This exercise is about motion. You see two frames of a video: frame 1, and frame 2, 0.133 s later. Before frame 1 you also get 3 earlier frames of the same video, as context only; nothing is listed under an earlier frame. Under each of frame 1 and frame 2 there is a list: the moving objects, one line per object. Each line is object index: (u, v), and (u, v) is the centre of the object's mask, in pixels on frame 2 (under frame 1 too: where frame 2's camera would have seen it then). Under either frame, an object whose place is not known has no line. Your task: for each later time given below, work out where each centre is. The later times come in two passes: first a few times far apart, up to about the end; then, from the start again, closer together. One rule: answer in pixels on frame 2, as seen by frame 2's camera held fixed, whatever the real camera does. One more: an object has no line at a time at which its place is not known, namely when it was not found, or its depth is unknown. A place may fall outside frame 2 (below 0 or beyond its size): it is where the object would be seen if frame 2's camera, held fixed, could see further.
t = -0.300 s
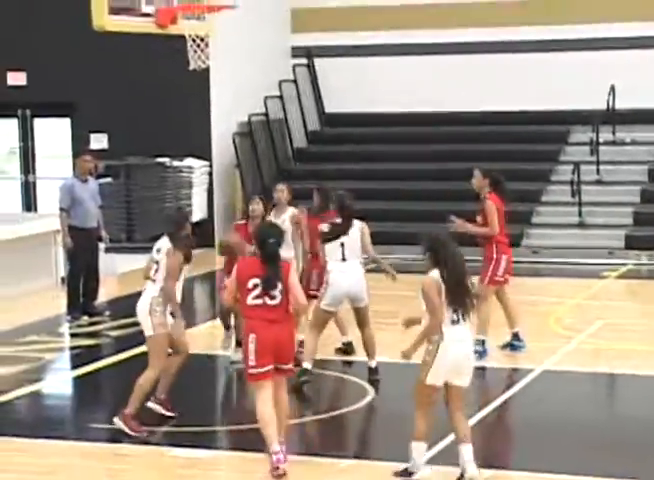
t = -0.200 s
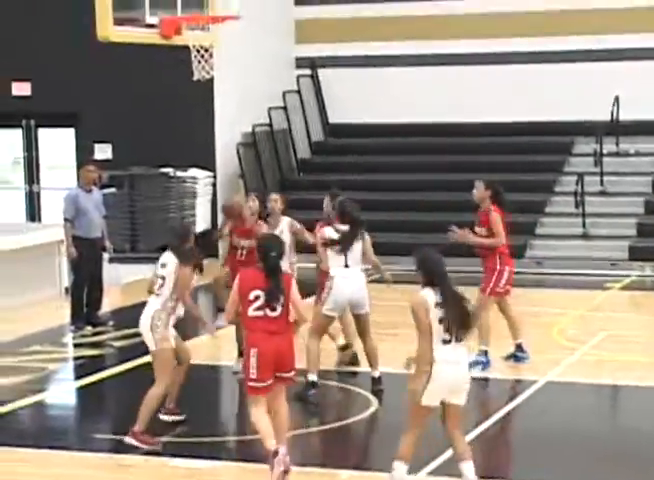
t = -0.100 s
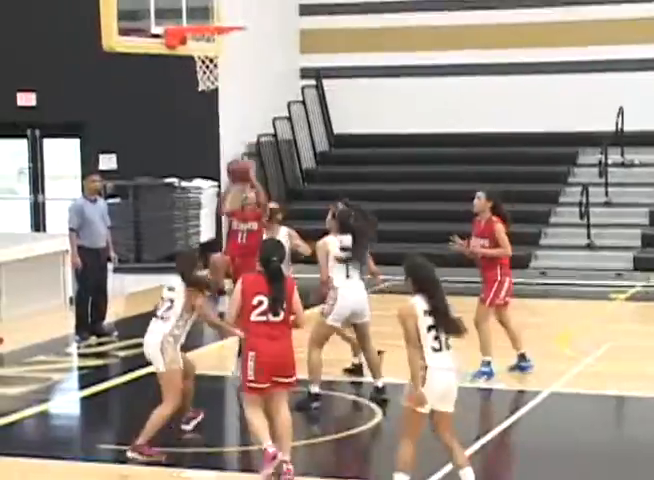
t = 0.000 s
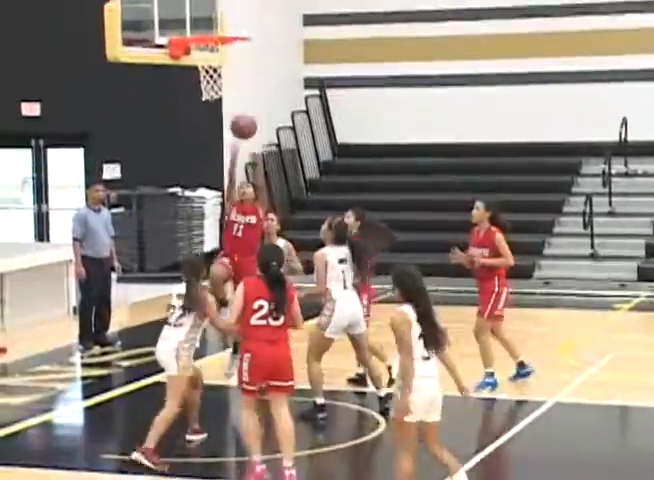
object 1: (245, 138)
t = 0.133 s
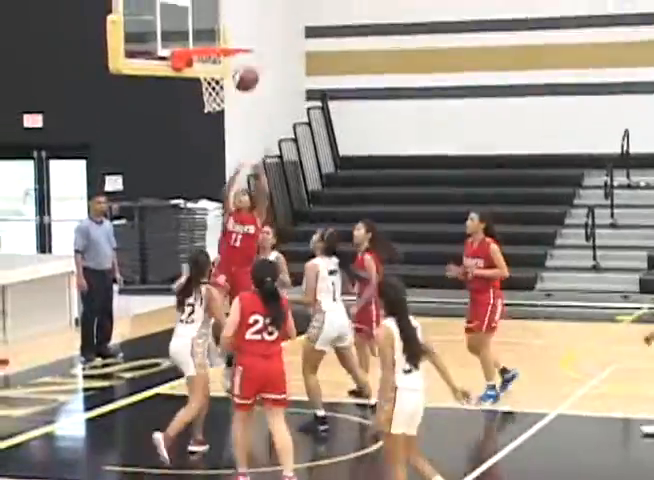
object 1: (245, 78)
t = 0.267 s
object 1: (244, 36)
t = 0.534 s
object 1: (246, 16)
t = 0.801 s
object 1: (245, 31)
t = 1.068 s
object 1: (226, 36)
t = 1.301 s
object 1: (208, 39)
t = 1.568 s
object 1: (224, 75)
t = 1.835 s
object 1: (229, 119)
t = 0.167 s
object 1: (249, 68)
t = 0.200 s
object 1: (247, 56)
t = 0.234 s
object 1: (246, 42)
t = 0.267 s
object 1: (244, 36)
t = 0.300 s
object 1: (245, 30)
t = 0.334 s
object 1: (245, 24)
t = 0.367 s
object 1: (245, 19)
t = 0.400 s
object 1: (245, 16)
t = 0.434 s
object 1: (245, 14)
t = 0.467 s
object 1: (246, 13)
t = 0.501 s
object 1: (245, 14)
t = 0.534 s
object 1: (246, 16)
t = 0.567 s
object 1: (246, 19)
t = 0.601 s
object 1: (247, 24)
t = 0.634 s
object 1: (247, 31)
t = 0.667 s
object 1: (247, 34)
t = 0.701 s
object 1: (246, 31)
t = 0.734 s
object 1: (246, 30)
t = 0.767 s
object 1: (245, 30)
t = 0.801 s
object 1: (245, 31)
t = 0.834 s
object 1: (244, 33)
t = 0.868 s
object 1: (243, 34)
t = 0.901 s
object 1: (240, 33)
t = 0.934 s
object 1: (238, 34)
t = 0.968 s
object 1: (236, 35)
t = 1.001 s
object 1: (232, 35)
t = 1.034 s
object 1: (229, 35)
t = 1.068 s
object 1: (226, 36)
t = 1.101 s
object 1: (222, 36)
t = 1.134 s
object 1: (218, 37)
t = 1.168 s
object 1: (215, 37)
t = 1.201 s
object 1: (213, 37)
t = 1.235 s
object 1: (211, 38)
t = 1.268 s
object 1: (210, 38)
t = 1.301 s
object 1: (208, 39)
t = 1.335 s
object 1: (207, 40)
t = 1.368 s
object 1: (206, 41)
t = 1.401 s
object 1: (210, 54)
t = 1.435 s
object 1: (212, 62)
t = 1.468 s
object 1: (214, 64)
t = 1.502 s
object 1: (217, 68)
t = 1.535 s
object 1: (220, 73)
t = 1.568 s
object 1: (224, 75)
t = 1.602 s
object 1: (226, 80)
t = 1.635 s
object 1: (229, 83)
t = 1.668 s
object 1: (231, 87)
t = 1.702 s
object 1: (231, 92)
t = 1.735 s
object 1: (232, 96)
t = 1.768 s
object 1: (233, 105)
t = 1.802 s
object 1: (231, 113)
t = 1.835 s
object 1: (229, 119)
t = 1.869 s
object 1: (229, 129)
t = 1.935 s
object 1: (231, 153)
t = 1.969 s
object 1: (230, 167)
